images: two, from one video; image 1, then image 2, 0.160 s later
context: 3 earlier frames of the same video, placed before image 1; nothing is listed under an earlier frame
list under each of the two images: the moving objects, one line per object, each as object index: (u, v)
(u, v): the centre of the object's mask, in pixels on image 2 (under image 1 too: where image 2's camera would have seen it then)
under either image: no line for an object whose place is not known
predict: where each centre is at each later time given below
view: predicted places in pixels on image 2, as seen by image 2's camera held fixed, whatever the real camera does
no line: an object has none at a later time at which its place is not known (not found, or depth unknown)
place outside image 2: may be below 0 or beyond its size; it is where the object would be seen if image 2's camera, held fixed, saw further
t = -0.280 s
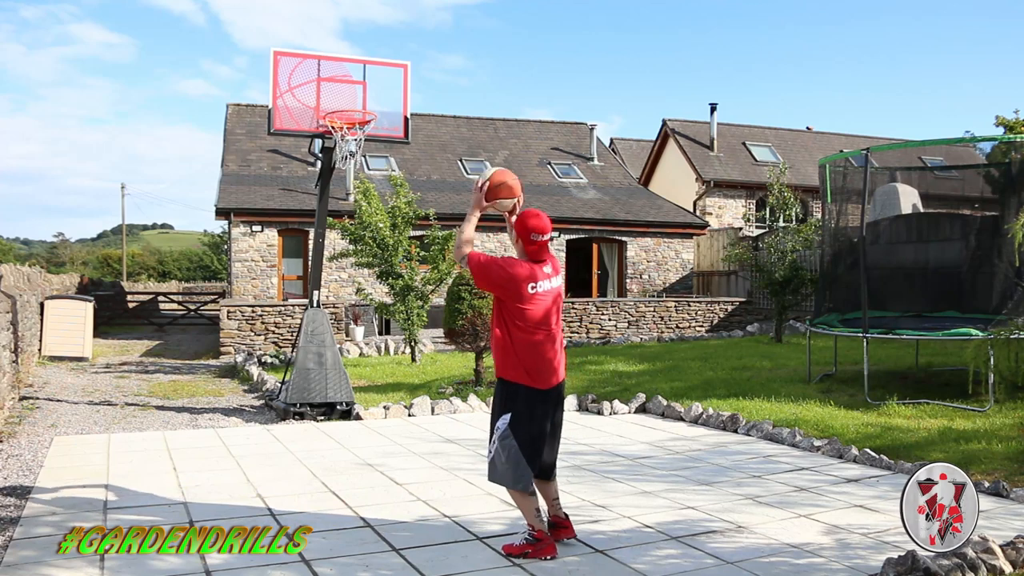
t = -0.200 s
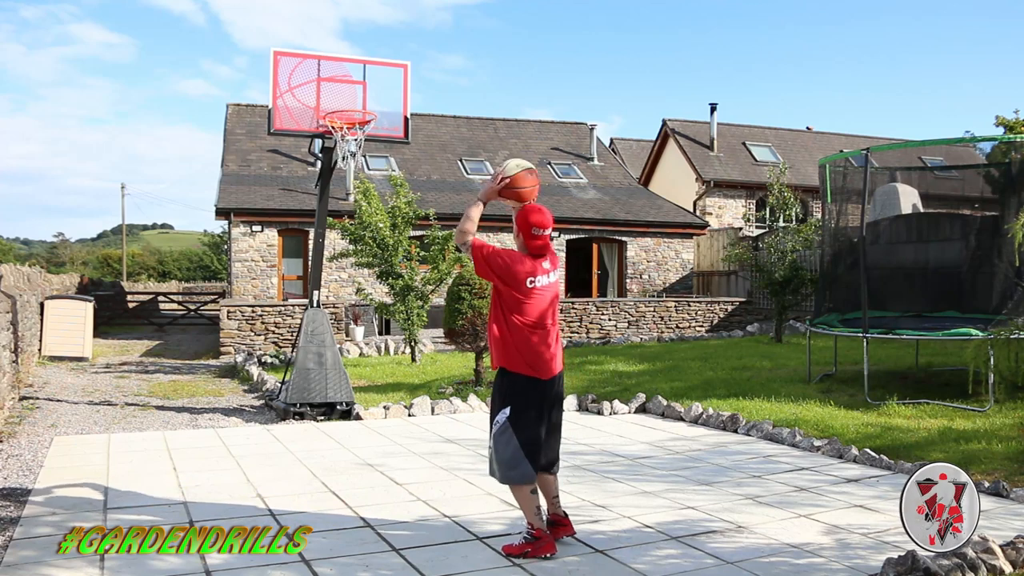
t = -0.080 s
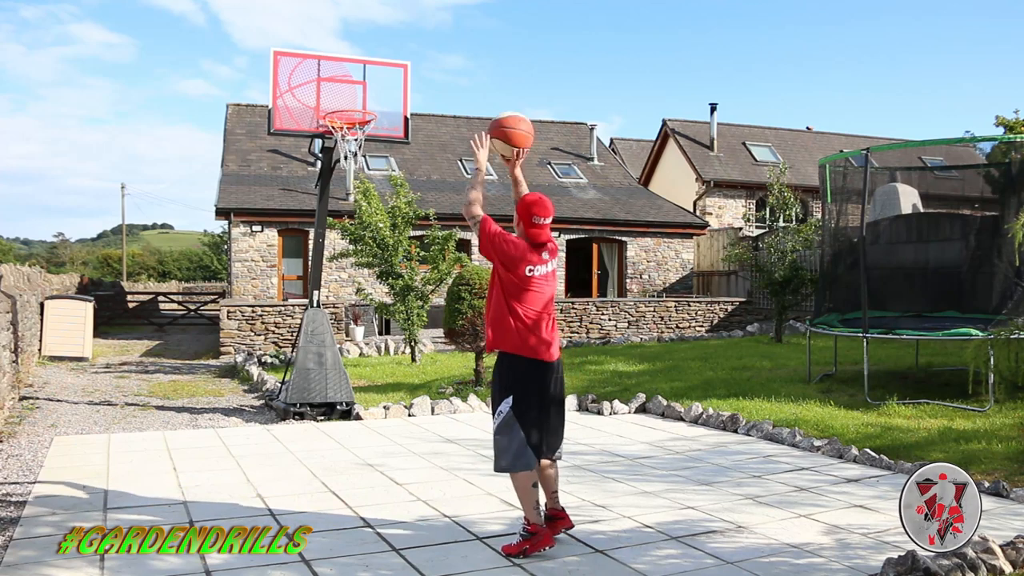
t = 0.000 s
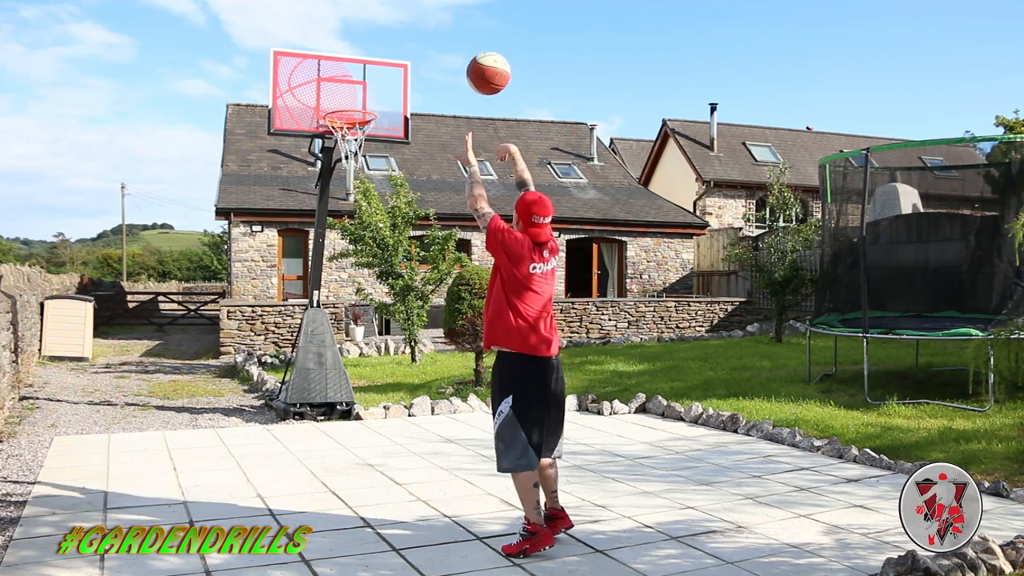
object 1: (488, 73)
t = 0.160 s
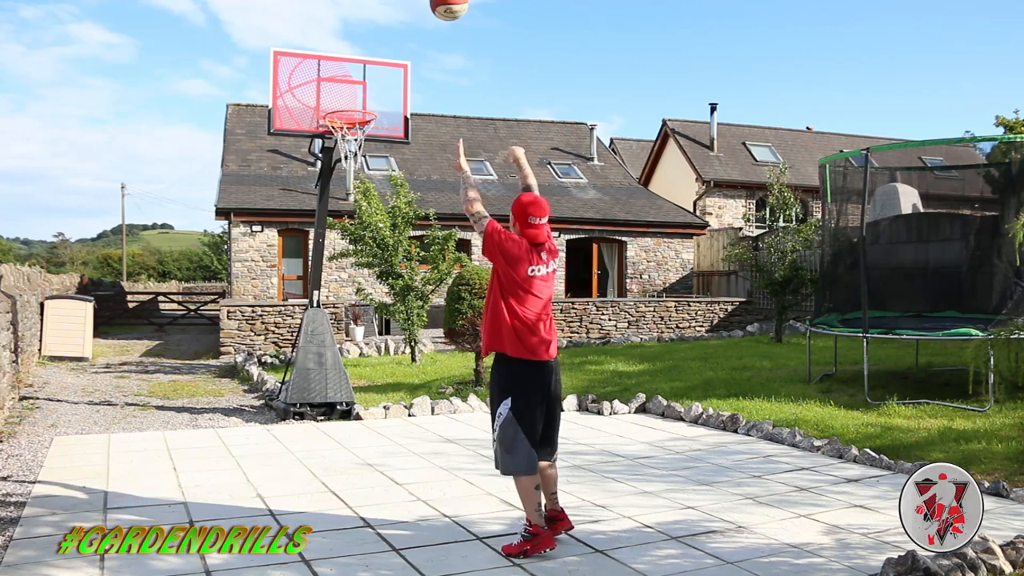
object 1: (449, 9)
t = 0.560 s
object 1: (380, 19)
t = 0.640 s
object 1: (375, 32)
